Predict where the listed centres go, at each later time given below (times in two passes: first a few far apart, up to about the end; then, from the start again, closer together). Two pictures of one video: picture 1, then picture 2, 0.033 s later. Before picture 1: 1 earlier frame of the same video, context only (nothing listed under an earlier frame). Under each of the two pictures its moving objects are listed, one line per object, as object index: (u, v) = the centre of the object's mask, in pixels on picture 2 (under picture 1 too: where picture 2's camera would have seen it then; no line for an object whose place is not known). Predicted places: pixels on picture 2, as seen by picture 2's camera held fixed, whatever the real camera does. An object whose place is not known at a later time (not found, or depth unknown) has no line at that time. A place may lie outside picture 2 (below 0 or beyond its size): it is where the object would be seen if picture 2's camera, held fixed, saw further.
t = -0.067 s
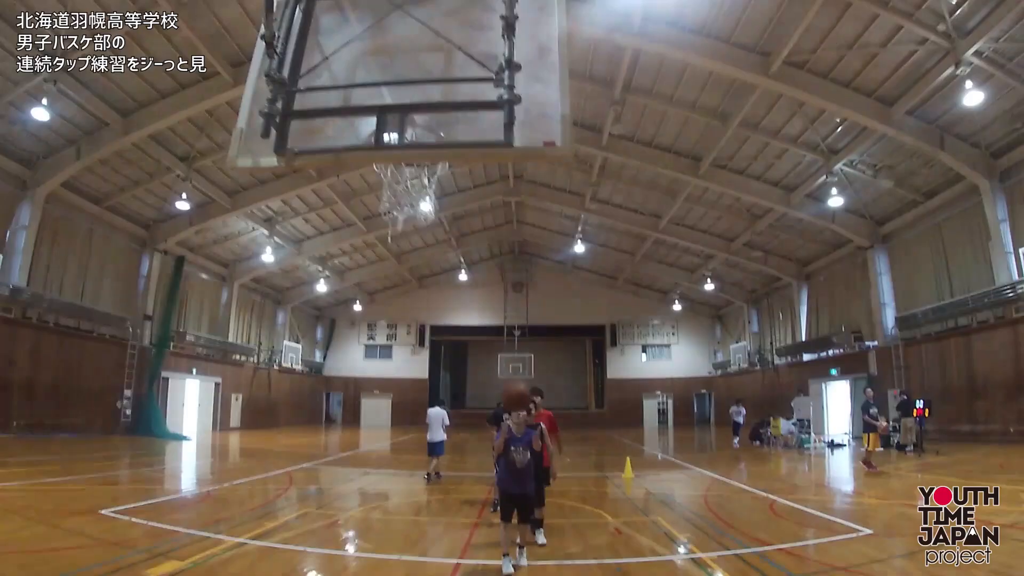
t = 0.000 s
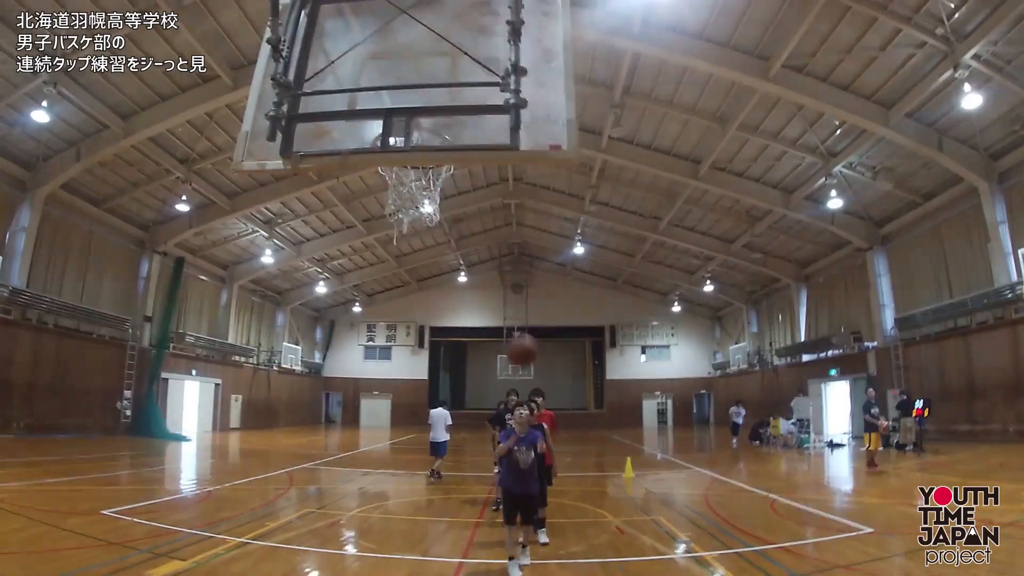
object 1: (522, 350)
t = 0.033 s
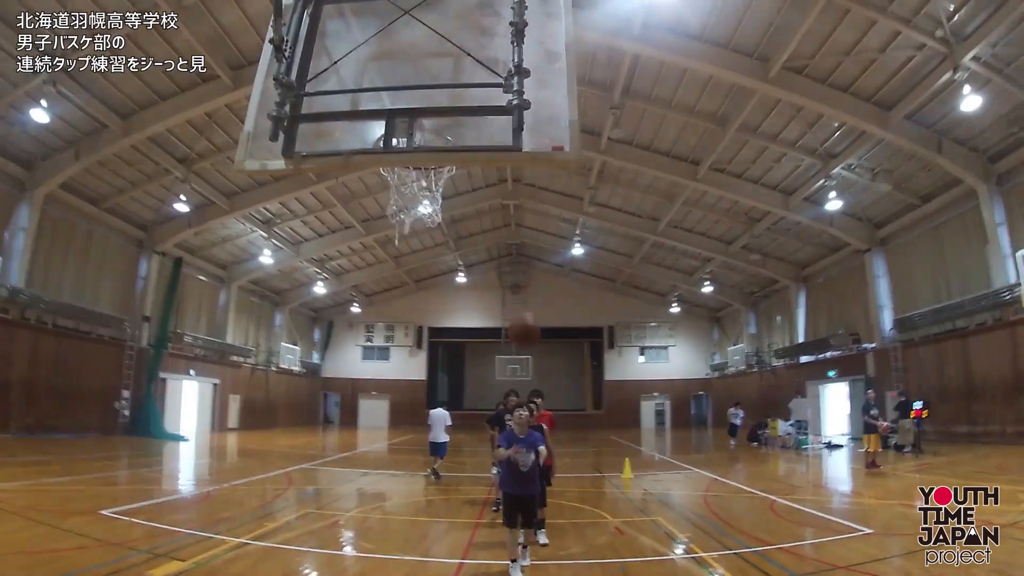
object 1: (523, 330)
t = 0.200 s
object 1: (537, 233)
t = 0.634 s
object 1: (554, 183)
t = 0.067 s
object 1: (527, 307)
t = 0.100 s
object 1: (530, 287)
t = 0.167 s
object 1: (534, 250)
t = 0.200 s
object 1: (537, 233)
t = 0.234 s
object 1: (534, 214)
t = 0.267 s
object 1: (540, 198)
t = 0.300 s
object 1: (537, 185)
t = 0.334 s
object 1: (541, 177)
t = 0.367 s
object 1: (543, 172)
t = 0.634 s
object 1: (554, 183)
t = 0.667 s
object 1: (558, 189)
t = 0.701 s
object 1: (558, 201)
